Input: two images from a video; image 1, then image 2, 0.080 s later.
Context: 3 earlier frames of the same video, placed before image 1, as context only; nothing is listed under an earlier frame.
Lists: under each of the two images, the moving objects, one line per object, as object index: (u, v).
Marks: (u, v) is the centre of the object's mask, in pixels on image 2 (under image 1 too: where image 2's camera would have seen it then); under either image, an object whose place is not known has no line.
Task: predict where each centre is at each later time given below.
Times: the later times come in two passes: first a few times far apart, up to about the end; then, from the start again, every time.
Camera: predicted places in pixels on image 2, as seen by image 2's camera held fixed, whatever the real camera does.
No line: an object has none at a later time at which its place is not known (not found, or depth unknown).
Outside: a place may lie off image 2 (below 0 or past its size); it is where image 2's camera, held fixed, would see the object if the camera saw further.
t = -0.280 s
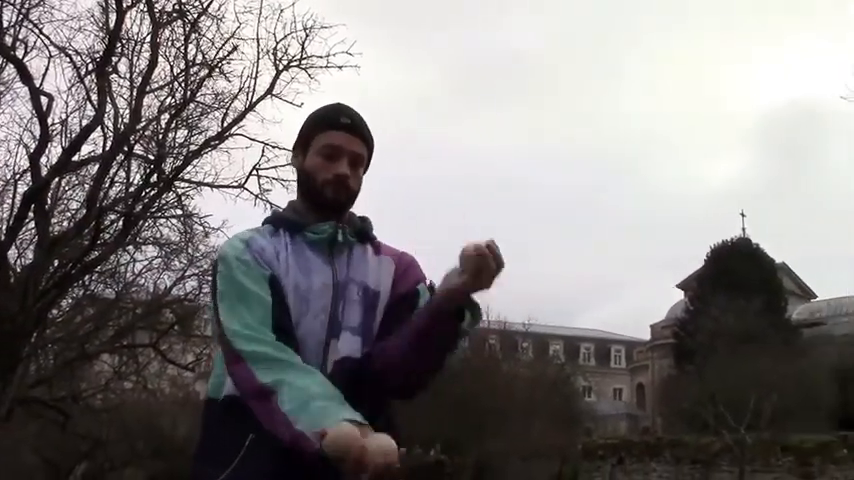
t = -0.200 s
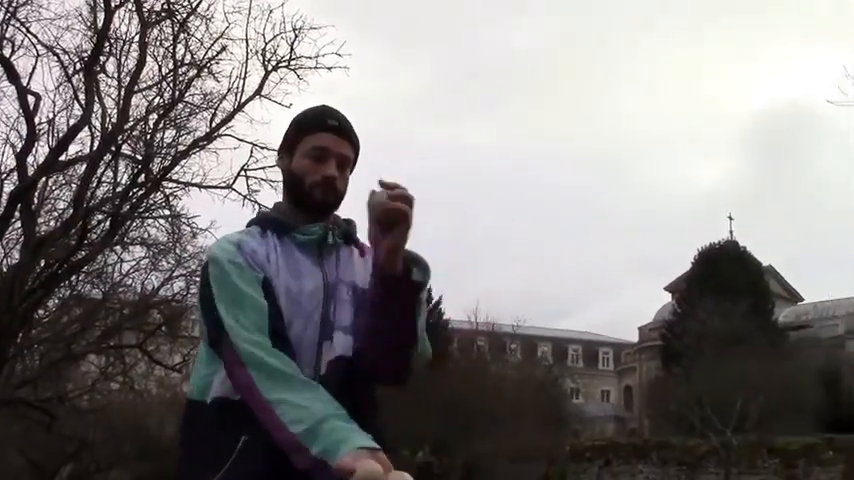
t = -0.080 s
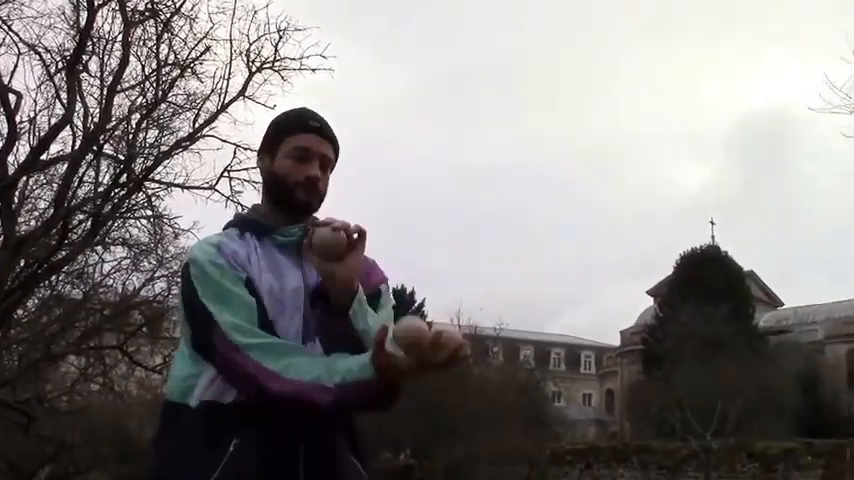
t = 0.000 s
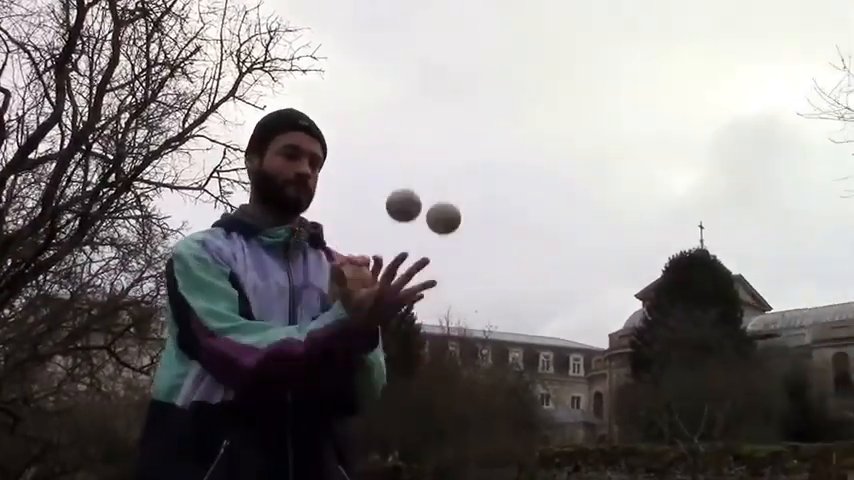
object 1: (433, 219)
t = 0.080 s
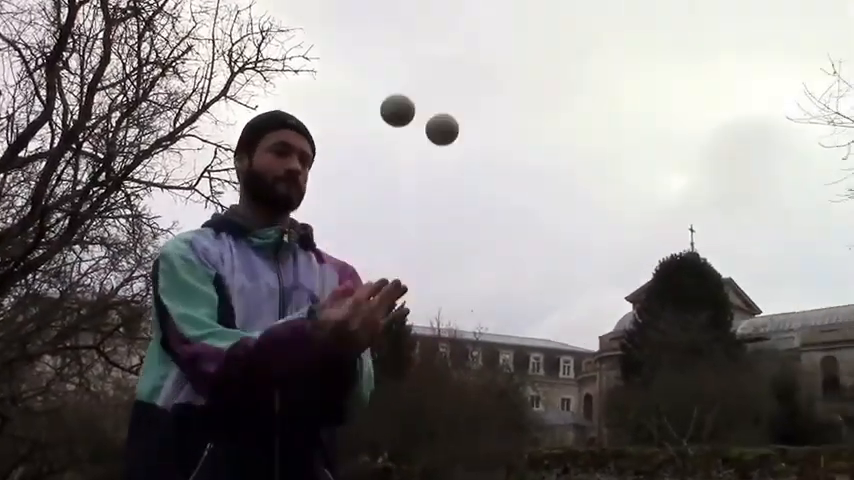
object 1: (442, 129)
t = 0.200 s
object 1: (451, 51)
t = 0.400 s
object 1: (457, 55)
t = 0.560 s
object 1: (454, 186)
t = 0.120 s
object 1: (445, 96)
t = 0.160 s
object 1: (448, 71)
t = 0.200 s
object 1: (451, 51)
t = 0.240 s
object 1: (453, 38)
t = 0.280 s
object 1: (455, 32)
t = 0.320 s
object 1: (456, 33)
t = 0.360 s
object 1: (457, 40)
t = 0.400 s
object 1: (457, 55)
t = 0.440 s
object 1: (457, 76)
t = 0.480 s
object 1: (456, 104)
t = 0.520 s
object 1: (455, 140)
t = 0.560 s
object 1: (454, 186)
